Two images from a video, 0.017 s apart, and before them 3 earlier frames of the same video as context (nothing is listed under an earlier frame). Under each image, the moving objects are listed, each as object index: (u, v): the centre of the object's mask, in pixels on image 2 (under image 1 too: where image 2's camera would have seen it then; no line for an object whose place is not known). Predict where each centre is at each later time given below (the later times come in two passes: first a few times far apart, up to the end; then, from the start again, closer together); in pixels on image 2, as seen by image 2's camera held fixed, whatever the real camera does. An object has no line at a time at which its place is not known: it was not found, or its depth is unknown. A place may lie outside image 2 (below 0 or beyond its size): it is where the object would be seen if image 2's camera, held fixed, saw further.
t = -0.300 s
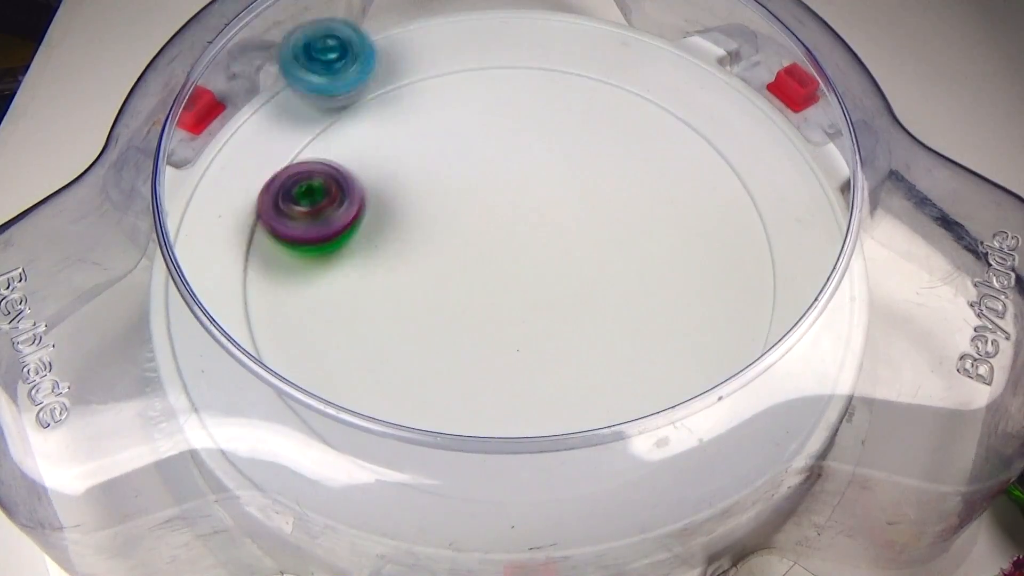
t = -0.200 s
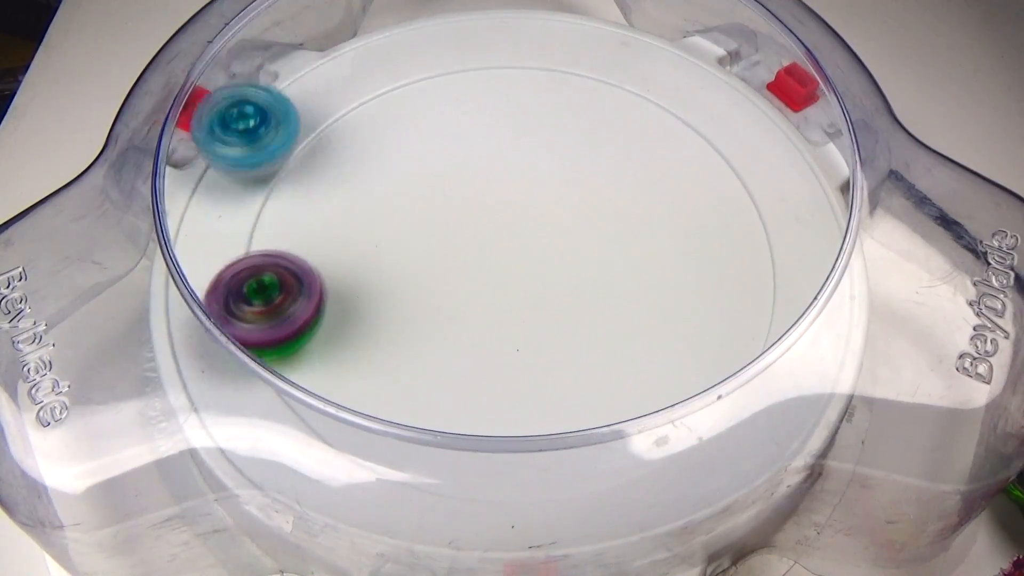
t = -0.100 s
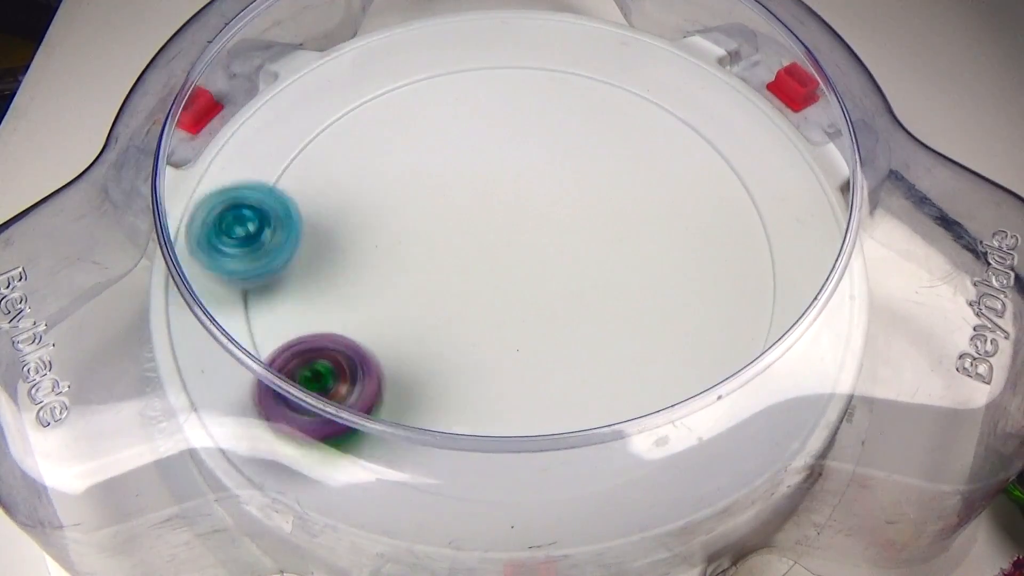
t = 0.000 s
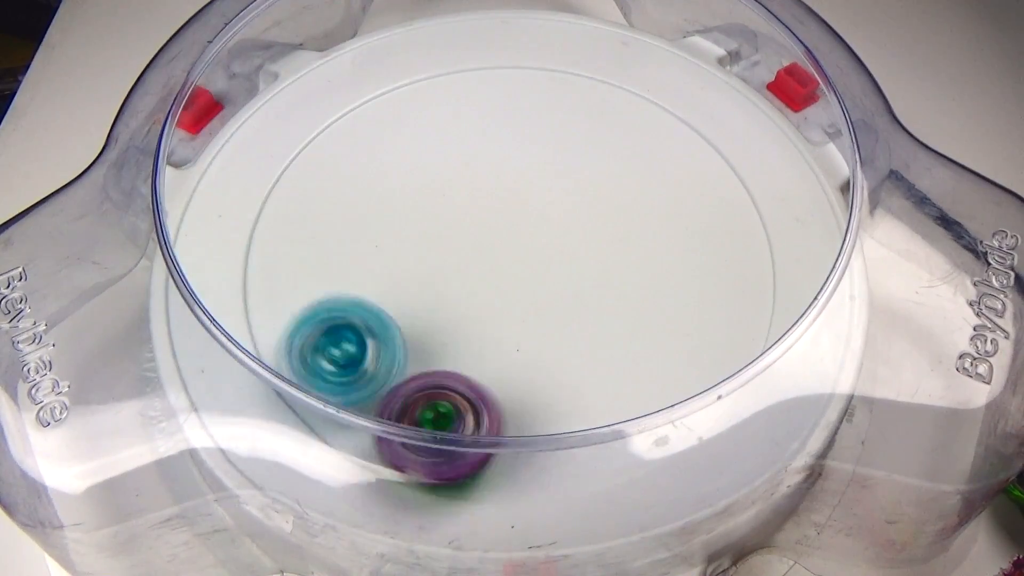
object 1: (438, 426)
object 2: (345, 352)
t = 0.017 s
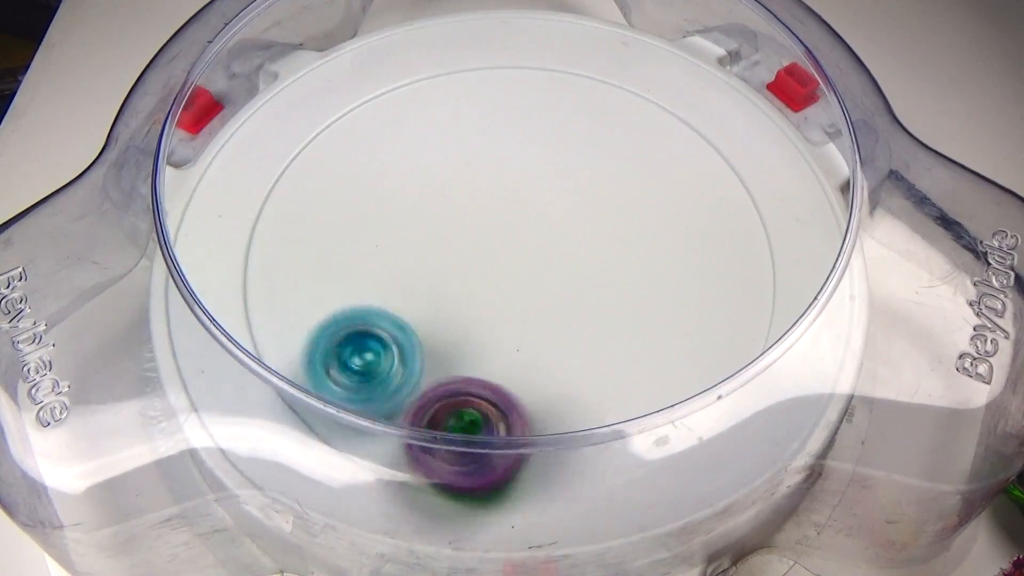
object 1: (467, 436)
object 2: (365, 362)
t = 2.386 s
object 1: (452, 231)
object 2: (719, 274)
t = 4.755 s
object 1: (519, 235)
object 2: (589, 305)
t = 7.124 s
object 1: (469, 228)
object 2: (611, 229)
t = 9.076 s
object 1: (565, 263)
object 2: (471, 210)
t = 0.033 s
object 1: (502, 453)
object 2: (378, 363)
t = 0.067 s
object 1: (571, 463)
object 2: (417, 365)
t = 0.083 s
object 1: (599, 455)
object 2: (437, 366)
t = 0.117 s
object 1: (662, 456)
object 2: (479, 355)
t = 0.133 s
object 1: (670, 385)
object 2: (501, 350)
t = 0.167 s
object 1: (713, 357)
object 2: (544, 334)
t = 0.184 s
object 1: (730, 342)
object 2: (562, 324)
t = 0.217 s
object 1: (757, 306)
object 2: (599, 300)
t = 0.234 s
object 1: (766, 286)
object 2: (617, 286)
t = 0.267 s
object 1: (769, 239)
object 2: (648, 259)
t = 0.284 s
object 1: (760, 215)
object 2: (656, 240)
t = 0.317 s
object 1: (755, 165)
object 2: (653, 214)
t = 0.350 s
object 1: (742, 124)
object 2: (641, 185)
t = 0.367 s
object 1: (734, 107)
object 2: (635, 173)
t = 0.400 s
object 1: (717, 74)
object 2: (618, 147)
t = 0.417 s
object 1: (704, 61)
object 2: (609, 136)
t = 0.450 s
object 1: (667, 50)
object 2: (586, 113)
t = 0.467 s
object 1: (648, 47)
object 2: (576, 104)
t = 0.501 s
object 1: (624, 44)
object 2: (538, 83)
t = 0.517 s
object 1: (612, 44)
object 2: (516, 74)
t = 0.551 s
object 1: (589, 48)
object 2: (473, 60)
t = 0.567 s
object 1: (577, 52)
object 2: (451, 54)
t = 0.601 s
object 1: (549, 64)
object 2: (413, 58)
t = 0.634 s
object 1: (521, 79)
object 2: (377, 80)
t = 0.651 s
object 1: (506, 87)
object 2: (362, 93)
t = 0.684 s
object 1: (477, 103)
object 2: (335, 124)
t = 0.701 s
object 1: (462, 113)
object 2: (323, 137)
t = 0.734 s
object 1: (436, 134)
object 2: (303, 166)
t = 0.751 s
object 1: (424, 145)
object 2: (296, 183)
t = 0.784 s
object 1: (401, 167)
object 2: (287, 212)
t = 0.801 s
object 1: (392, 178)
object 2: (286, 227)
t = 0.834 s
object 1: (377, 202)
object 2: (293, 257)
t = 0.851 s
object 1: (374, 212)
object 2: (297, 270)
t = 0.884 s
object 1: (375, 229)
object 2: (301, 302)
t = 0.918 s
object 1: (380, 246)
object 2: (319, 334)
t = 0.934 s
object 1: (383, 254)
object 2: (331, 345)
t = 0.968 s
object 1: (391, 270)
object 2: (363, 364)
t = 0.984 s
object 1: (395, 277)
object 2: (383, 372)
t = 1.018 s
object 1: (406, 290)
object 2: (419, 384)
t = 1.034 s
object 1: (411, 297)
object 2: (441, 386)
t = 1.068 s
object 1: (423, 311)
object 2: (484, 389)
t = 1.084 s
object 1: (430, 316)
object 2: (508, 389)
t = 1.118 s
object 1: (445, 327)
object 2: (548, 379)
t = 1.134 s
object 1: (453, 331)
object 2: (573, 372)
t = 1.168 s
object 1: (468, 338)
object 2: (608, 352)
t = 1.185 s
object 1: (476, 341)
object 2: (625, 340)
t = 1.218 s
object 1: (492, 344)
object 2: (652, 312)
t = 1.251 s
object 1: (508, 346)
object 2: (673, 282)
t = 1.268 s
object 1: (516, 345)
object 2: (681, 264)
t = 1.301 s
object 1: (532, 343)
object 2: (691, 232)
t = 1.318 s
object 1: (538, 341)
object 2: (693, 216)
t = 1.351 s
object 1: (552, 337)
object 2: (691, 184)
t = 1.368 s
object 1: (558, 333)
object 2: (687, 170)
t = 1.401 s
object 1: (568, 326)
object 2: (674, 142)
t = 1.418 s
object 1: (573, 321)
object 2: (666, 130)
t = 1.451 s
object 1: (580, 312)
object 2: (645, 108)
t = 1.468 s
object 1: (583, 307)
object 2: (632, 99)
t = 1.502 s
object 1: (588, 298)
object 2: (604, 83)
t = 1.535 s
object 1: (590, 288)
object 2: (573, 73)
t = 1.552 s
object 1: (590, 283)
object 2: (557, 70)
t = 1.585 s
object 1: (590, 273)
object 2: (523, 67)
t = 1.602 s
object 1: (589, 268)
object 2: (507, 67)
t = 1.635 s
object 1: (586, 259)
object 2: (473, 72)
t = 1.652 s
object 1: (584, 255)
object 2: (456, 76)
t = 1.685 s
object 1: (579, 246)
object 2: (424, 87)
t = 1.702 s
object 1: (577, 242)
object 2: (409, 95)
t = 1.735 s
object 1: (570, 234)
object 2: (379, 113)
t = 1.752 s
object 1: (566, 230)
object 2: (367, 124)
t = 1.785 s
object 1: (559, 225)
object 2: (344, 150)
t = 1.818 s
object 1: (551, 220)
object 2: (326, 178)
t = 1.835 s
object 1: (548, 218)
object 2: (320, 193)
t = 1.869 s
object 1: (540, 213)
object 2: (311, 225)
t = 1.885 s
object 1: (535, 212)
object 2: (309, 244)
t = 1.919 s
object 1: (527, 208)
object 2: (312, 278)
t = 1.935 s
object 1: (523, 206)
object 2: (321, 295)
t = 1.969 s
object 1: (515, 204)
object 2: (337, 329)
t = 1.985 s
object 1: (510, 203)
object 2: (346, 345)
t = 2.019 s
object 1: (502, 202)
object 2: (376, 368)
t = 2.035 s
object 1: (498, 201)
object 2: (396, 376)
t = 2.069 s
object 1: (490, 201)
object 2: (433, 391)
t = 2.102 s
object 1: (483, 201)
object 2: (473, 414)
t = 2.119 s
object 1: (479, 202)
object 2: (493, 422)
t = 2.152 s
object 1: (473, 204)
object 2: (538, 424)
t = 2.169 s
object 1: (470, 204)
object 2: (560, 417)
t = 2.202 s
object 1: (464, 207)
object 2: (598, 406)
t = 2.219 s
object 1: (462, 209)
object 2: (616, 387)
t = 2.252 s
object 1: (458, 212)
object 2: (648, 373)
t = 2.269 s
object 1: (456, 215)
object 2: (668, 363)
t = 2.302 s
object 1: (454, 219)
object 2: (691, 343)
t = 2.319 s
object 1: (453, 221)
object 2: (704, 332)
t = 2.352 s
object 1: (452, 226)
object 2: (717, 303)
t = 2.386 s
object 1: (452, 231)
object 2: (719, 274)
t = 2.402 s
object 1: (452, 234)
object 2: (720, 258)
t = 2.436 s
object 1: (454, 238)
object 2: (713, 231)
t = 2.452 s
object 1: (455, 241)
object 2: (707, 218)
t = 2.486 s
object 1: (459, 245)
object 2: (694, 193)
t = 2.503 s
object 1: (460, 248)
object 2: (686, 180)
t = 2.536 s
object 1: (465, 253)
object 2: (665, 160)
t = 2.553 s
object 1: (466, 254)
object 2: (653, 151)
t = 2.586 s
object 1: (471, 258)
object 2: (628, 134)
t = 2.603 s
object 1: (474, 259)
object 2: (615, 127)
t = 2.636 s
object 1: (480, 262)
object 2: (585, 117)
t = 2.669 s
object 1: (486, 265)
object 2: (556, 110)
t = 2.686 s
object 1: (488, 266)
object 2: (541, 108)
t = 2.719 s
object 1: (495, 267)
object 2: (509, 107)
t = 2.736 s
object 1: (498, 267)
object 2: (493, 108)
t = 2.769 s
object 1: (503, 269)
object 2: (463, 113)
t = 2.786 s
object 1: (507, 269)
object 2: (448, 117)
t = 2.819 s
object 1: (512, 269)
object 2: (420, 129)
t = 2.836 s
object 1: (515, 270)
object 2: (407, 135)
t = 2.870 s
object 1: (520, 269)
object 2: (382, 152)
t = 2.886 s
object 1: (523, 269)
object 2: (372, 161)
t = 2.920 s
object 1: (528, 268)
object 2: (354, 181)
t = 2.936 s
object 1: (530, 267)
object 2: (348, 192)
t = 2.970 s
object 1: (534, 264)
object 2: (335, 217)
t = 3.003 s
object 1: (537, 264)
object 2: (331, 242)
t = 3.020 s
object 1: (539, 264)
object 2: (330, 254)
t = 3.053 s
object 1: (541, 261)
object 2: (335, 280)
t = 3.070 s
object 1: (542, 261)
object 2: (338, 292)
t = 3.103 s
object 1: (544, 259)
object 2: (353, 315)
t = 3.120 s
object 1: (544, 258)
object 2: (361, 328)
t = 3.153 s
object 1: (544, 256)
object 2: (384, 346)
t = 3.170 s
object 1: (545, 255)
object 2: (398, 354)
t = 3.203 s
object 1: (544, 252)
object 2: (426, 367)
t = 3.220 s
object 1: (543, 252)
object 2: (445, 372)
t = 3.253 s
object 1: (542, 250)
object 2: (475, 378)
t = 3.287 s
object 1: (539, 248)
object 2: (510, 378)
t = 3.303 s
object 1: (538, 248)
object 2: (526, 377)
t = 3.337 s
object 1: (536, 246)
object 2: (556, 368)
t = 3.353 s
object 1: (534, 245)
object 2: (571, 365)
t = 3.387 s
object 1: (531, 244)
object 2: (596, 352)
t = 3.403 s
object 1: (529, 243)
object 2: (608, 342)
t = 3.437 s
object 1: (526, 243)
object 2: (628, 325)
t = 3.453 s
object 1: (525, 243)
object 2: (636, 315)
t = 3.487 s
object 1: (522, 242)
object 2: (648, 294)
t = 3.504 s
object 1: (520, 242)
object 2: (654, 284)
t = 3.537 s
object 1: (517, 242)
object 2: (657, 263)
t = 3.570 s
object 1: (513, 243)
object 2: (656, 242)
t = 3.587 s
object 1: (512, 243)
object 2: (655, 231)
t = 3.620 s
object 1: (509, 243)
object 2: (648, 213)
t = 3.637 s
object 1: (507, 244)
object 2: (643, 204)
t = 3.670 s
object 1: (504, 244)
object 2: (632, 188)
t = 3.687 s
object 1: (502, 244)
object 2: (625, 180)
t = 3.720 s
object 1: (500, 245)
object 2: (609, 168)
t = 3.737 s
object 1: (498, 245)
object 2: (600, 163)
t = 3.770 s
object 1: (496, 246)
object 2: (582, 154)
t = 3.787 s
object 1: (495, 246)
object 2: (572, 151)
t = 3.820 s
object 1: (493, 247)
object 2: (551, 145)
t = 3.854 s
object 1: (490, 248)
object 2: (532, 143)
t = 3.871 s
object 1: (490, 248)
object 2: (521, 142)
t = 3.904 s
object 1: (488, 249)
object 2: (501, 144)
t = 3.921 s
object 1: (488, 249)
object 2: (492, 144)
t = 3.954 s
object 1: (487, 250)
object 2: (473, 149)
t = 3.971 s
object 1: (487, 251)
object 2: (464, 152)
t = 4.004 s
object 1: (486, 251)
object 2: (447, 159)
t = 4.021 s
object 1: (486, 251)
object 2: (439, 164)
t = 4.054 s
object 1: (486, 252)
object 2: (425, 174)
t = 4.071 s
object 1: (486, 252)
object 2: (417, 181)
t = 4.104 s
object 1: (487, 253)
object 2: (407, 193)
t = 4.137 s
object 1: (489, 253)
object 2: (398, 206)
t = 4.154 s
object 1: (489, 253)
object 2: (394, 214)
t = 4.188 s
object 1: (491, 254)
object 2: (390, 228)
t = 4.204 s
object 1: (492, 254)
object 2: (388, 236)
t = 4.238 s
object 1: (495, 255)
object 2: (386, 251)
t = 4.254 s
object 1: (497, 255)
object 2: (386, 258)
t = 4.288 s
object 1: (499, 255)
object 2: (390, 272)
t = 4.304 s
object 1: (501, 255)
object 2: (392, 280)
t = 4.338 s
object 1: (502, 256)
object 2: (398, 293)
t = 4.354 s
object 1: (504, 256)
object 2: (403, 298)
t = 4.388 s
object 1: (506, 256)
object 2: (415, 311)
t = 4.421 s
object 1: (508, 255)
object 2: (429, 322)
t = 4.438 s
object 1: (510, 254)
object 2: (437, 325)
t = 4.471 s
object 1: (512, 252)
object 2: (453, 331)
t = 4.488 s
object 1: (513, 251)
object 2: (463, 334)
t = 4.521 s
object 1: (515, 248)
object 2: (483, 336)
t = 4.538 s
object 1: (515, 248)
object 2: (491, 337)
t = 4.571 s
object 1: (516, 245)
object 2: (509, 336)
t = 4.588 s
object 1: (516, 245)
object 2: (517, 336)
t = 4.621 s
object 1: (518, 242)
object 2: (535, 332)
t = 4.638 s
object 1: (518, 241)
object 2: (545, 331)
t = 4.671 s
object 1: (519, 239)
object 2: (559, 327)
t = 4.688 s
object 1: (519, 238)
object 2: (566, 324)
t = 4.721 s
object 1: (519, 237)
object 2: (578, 315)
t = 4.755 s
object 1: (519, 235)
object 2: (589, 305)
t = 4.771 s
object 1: (519, 234)
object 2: (595, 300)
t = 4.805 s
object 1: (518, 234)
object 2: (603, 289)
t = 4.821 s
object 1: (516, 231)
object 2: (608, 286)
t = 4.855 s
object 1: (510, 226)
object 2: (616, 278)
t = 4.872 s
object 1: (507, 224)
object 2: (619, 273)
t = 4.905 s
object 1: (502, 222)
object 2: (624, 263)
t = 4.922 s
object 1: (499, 221)
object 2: (625, 257)
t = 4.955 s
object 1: (495, 221)
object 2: (628, 247)
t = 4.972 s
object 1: (491, 221)
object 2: (626, 242)
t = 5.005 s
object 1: (488, 222)
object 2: (622, 232)
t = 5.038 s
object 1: (484, 223)
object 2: (614, 223)
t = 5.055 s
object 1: (483, 223)
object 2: (610, 219)
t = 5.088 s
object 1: (480, 226)
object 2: (598, 211)
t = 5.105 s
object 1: (480, 227)
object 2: (591, 209)
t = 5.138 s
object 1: (478, 230)
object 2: (579, 204)
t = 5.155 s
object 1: (475, 231)
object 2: (575, 201)
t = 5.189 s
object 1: (459, 236)
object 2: (579, 196)
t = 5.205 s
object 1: (454, 237)
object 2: (578, 192)
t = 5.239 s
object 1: (445, 242)
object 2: (578, 190)
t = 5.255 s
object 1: (443, 244)
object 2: (578, 188)
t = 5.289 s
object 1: (440, 250)
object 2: (577, 185)
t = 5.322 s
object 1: (439, 256)
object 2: (574, 182)
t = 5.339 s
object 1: (440, 258)
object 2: (572, 182)
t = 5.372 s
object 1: (441, 265)
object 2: (567, 183)
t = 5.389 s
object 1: (445, 266)
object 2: (565, 184)
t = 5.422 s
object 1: (449, 272)
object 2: (558, 187)
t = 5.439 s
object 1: (452, 273)
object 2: (555, 190)
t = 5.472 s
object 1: (458, 275)
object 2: (547, 195)
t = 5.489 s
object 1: (461, 276)
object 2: (545, 200)
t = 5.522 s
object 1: (468, 278)
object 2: (539, 208)
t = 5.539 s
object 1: (468, 280)
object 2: (538, 210)
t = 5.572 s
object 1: (463, 290)
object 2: (544, 210)
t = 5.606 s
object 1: (459, 299)
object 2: (548, 211)
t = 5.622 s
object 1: (459, 303)
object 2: (549, 213)
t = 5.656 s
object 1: (459, 309)
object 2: (551, 217)
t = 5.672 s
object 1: (459, 312)
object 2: (551, 219)
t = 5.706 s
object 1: (461, 316)
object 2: (554, 224)
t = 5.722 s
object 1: (461, 317)
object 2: (554, 227)
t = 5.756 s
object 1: (464, 319)
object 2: (555, 231)
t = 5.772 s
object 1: (465, 319)
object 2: (555, 234)
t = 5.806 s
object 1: (467, 319)
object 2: (556, 238)
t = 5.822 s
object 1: (469, 319)
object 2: (556, 242)
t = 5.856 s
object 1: (471, 318)
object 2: (556, 247)
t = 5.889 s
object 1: (473, 316)
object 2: (557, 253)
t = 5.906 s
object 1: (475, 316)
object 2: (558, 255)
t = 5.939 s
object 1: (472, 317)
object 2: (562, 257)
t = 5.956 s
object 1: (472, 316)
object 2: (565, 257)
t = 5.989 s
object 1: (474, 315)
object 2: (571, 257)
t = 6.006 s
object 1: (474, 314)
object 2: (574, 256)
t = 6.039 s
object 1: (478, 311)
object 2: (579, 255)
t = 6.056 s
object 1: (479, 308)
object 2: (580, 254)
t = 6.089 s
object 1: (484, 304)
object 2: (582, 251)
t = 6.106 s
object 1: (484, 303)
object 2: (583, 250)
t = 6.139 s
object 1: (488, 296)
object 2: (582, 247)
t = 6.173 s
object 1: (486, 293)
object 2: (586, 240)
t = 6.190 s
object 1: (484, 292)
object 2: (587, 236)
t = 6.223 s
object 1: (482, 288)
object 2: (587, 230)
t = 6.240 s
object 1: (482, 285)
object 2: (587, 228)
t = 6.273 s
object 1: (483, 281)
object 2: (586, 222)
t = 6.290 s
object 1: (482, 278)
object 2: (584, 220)
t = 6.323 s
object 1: (484, 273)
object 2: (580, 217)
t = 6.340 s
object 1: (485, 270)
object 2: (576, 216)
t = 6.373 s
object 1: (486, 264)
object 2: (572, 212)
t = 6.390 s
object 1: (484, 263)
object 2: (570, 210)
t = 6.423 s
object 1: (479, 258)
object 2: (571, 207)
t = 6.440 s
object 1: (478, 257)
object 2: (571, 204)
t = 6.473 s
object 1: (477, 253)
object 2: (570, 200)
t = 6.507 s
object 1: (476, 250)
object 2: (568, 196)
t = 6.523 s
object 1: (476, 247)
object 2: (567, 194)
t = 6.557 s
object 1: (477, 243)
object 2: (562, 193)
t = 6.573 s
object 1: (474, 242)
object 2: (564, 192)
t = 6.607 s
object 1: (470, 240)
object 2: (568, 190)
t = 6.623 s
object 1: (469, 239)
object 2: (569, 189)
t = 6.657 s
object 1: (468, 237)
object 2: (571, 186)
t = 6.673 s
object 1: (469, 236)
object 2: (571, 186)
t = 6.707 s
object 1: (472, 234)
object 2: (571, 186)
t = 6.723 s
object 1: (473, 233)
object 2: (571, 186)
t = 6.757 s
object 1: (476, 230)
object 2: (569, 186)
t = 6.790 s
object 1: (471, 229)
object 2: (573, 187)
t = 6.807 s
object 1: (468, 229)
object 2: (576, 187)
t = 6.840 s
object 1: (465, 230)
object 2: (583, 187)
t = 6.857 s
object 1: (465, 230)
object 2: (585, 188)
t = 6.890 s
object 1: (466, 232)
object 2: (587, 188)
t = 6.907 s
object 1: (466, 232)
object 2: (588, 190)
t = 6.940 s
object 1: (469, 233)
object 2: (591, 194)
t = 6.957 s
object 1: (471, 233)
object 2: (592, 196)
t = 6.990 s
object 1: (475, 232)
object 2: (589, 202)
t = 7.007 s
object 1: (478, 231)
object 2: (589, 205)
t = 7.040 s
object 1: (482, 230)
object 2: (589, 212)
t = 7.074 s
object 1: (483, 229)
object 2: (592, 217)
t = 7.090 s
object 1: (477, 228)
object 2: (598, 221)
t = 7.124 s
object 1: (469, 228)
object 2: (611, 229)
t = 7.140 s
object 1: (465, 229)
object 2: (617, 231)
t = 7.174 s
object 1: (461, 231)
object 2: (626, 236)
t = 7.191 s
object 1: (461, 231)
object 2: (630, 240)
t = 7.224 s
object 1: (462, 234)
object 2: (636, 245)
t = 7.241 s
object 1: (462, 236)
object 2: (640, 246)
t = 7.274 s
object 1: (466, 239)
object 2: (641, 251)
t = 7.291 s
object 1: (470, 239)
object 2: (643, 254)
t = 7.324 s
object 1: (475, 242)
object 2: (644, 256)
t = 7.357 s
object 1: (481, 244)
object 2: (642, 263)
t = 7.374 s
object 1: (483, 244)
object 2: (641, 265)
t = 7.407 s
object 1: (489, 246)
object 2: (637, 268)
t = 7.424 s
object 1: (492, 247)
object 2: (633, 272)
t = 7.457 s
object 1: (498, 248)
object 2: (626, 275)
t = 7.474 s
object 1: (502, 248)
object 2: (623, 277)
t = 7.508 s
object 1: (507, 249)
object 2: (611, 282)
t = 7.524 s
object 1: (506, 248)
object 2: (610, 285)
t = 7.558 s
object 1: (499, 242)
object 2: (612, 296)
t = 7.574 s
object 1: (497, 239)
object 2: (612, 301)
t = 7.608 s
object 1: (492, 236)
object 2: (612, 308)
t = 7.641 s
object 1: (490, 236)
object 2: (607, 315)
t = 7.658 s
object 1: (487, 236)
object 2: (607, 317)
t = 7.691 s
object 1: (486, 237)
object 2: (602, 321)
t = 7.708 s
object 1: (488, 238)
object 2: (599, 324)
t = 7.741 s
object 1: (488, 241)
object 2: (594, 325)
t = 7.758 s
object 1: (486, 242)
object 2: (588, 327)
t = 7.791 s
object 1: (488, 244)
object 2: (580, 327)
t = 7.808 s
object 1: (490, 245)
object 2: (575, 328)
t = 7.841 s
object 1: (493, 248)
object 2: (565, 327)
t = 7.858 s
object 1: (493, 249)
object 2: (560, 326)
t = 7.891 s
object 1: (494, 246)
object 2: (552, 331)
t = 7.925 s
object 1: (492, 238)
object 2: (544, 333)
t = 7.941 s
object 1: (492, 235)
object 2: (539, 333)
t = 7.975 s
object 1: (490, 231)
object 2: (534, 332)
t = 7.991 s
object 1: (489, 231)
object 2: (529, 331)
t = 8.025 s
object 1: (489, 228)
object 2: (519, 327)
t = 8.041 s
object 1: (489, 226)
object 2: (516, 324)
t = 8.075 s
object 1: (490, 224)
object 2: (506, 319)
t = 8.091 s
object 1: (490, 224)
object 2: (503, 316)
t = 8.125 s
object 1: (492, 220)
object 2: (492, 312)
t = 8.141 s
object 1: (495, 215)
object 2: (486, 314)
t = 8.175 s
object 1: (499, 203)
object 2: (475, 319)
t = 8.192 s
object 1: (502, 199)
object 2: (471, 319)
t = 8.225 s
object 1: (504, 192)
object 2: (460, 318)
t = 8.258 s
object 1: (505, 187)
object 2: (455, 316)
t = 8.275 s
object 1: (504, 186)
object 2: (452, 316)
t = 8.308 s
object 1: (506, 184)
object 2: (446, 311)
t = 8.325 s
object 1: (507, 183)
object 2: (443, 310)
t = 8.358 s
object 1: (509, 182)
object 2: (439, 303)
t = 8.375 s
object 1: (511, 183)
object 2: (437, 301)
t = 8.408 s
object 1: (514, 183)
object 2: (435, 295)
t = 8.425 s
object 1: (515, 183)
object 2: (434, 292)
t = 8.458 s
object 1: (518, 185)
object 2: (432, 284)
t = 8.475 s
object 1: (521, 186)
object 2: (434, 281)
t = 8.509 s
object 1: (523, 189)
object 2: (435, 273)
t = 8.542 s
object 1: (526, 192)
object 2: (440, 266)
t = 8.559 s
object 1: (527, 194)
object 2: (441, 263)
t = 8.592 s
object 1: (529, 199)
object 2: (446, 254)
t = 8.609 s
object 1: (531, 200)
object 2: (448, 251)
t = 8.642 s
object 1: (543, 200)
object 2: (443, 247)
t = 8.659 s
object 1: (549, 199)
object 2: (439, 247)
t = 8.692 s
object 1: (559, 200)
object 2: (437, 242)
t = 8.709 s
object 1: (560, 200)
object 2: (434, 242)
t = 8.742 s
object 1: (564, 203)
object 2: (434, 237)
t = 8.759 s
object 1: (566, 204)
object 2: (435, 235)
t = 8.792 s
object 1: (569, 208)
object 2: (435, 233)
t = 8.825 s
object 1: (570, 213)
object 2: (438, 229)
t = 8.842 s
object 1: (571, 216)
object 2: (438, 229)
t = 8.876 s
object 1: (571, 221)
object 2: (443, 225)
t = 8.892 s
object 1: (569, 225)
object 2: (445, 225)
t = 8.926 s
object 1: (568, 231)
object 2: (452, 222)
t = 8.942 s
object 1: (568, 234)
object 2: (455, 222)
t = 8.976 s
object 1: (566, 240)
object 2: (461, 219)
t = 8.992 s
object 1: (566, 244)
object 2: (465, 218)
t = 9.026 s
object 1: (566, 251)
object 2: (467, 216)
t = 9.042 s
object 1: (565, 255)
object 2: (469, 214)
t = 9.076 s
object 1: (565, 263)
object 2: (471, 210)
